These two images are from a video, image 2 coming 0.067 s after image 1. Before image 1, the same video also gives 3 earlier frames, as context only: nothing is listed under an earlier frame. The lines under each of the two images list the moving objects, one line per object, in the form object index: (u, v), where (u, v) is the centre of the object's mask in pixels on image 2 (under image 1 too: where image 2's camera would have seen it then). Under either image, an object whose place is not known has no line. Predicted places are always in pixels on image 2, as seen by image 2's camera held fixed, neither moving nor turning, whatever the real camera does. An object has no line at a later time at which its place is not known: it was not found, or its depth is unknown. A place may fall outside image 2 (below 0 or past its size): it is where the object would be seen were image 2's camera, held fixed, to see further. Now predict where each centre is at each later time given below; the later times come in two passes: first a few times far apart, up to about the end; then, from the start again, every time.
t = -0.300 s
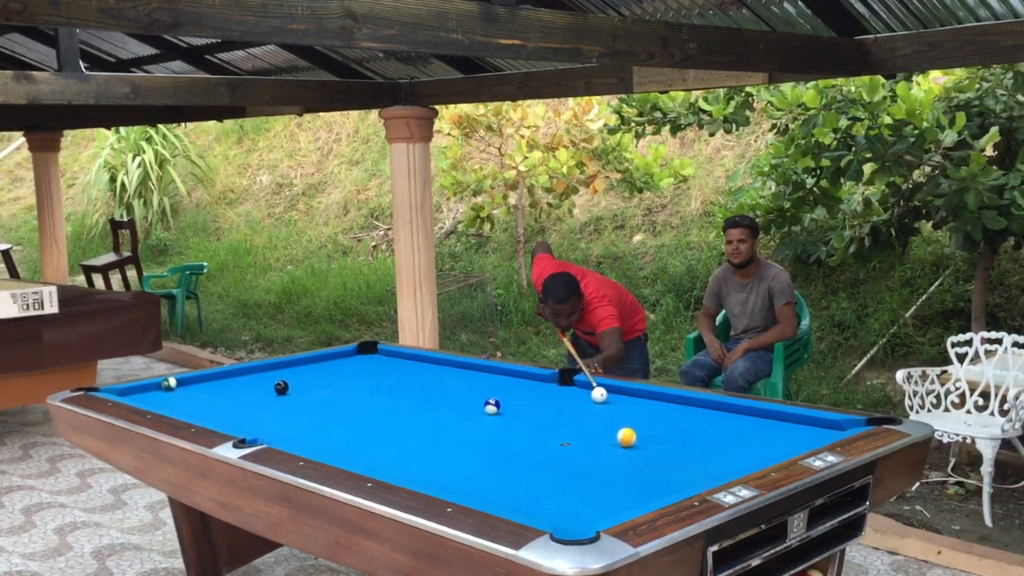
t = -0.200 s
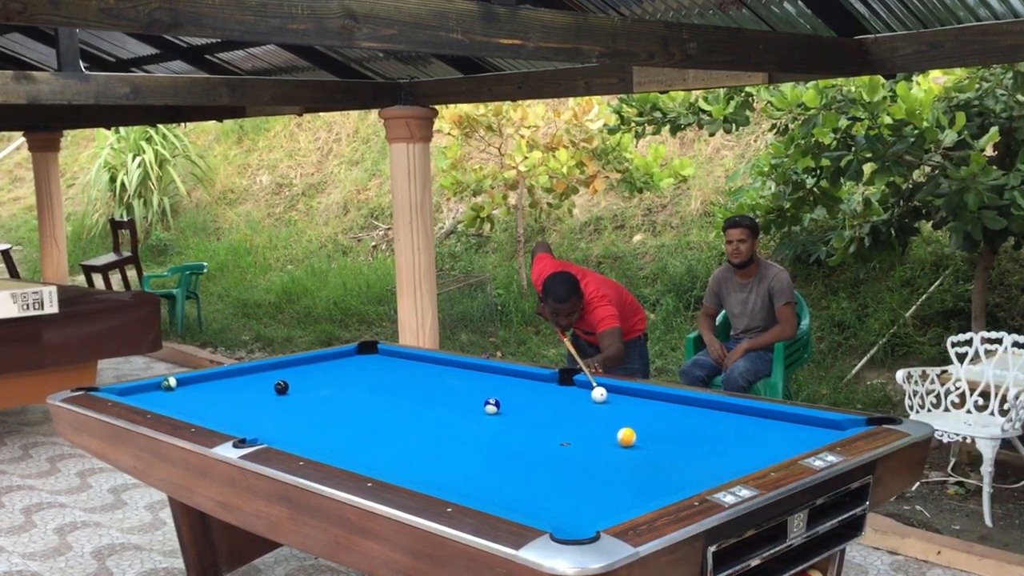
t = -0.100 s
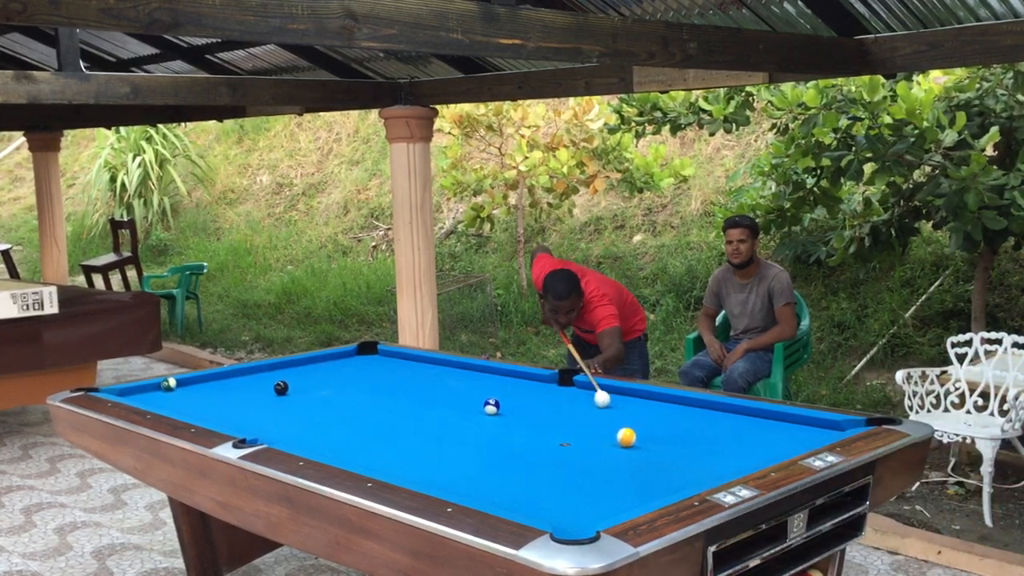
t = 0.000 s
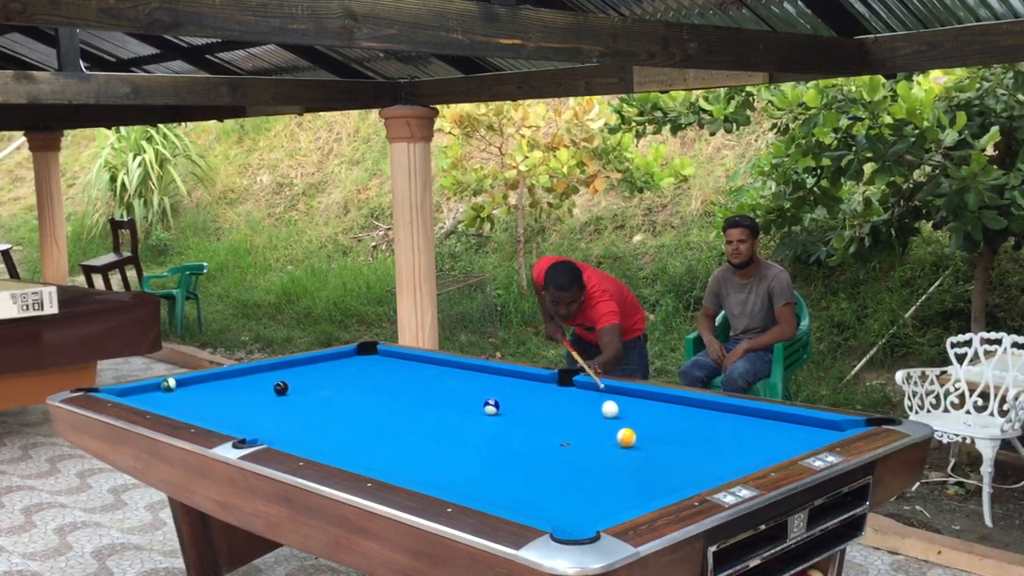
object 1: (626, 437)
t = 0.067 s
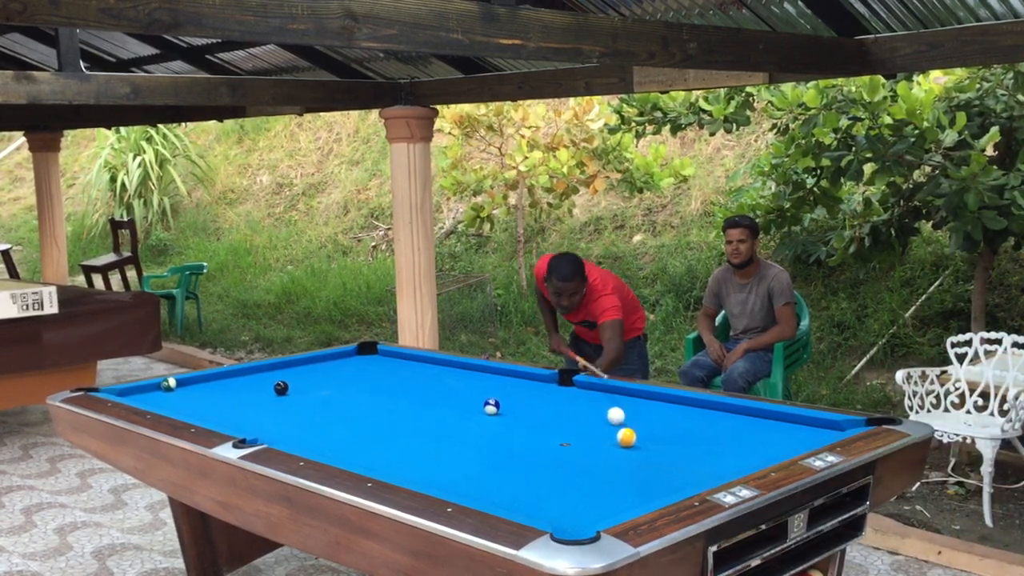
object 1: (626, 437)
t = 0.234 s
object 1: (623, 440)
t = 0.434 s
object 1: (611, 458)
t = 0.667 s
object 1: (596, 480)
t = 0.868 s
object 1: (582, 500)
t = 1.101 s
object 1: (563, 526)
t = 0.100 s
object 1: (626, 437)
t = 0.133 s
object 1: (625, 438)
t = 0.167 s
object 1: (625, 438)
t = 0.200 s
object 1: (625, 438)
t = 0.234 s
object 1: (623, 440)
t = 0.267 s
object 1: (621, 444)
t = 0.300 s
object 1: (619, 447)
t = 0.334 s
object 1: (617, 450)
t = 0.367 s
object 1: (615, 453)
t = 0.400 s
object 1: (613, 455)
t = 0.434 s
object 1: (611, 458)
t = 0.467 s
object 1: (609, 461)
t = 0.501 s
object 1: (607, 464)
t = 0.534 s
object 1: (605, 467)
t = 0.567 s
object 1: (603, 470)
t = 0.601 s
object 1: (601, 473)
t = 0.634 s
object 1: (598, 477)
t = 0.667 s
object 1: (596, 480)
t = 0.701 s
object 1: (594, 483)
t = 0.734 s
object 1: (592, 486)
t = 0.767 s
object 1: (589, 490)
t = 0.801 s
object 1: (587, 493)
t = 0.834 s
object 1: (585, 497)
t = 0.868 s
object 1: (582, 500)
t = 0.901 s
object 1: (579, 504)
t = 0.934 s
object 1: (577, 508)
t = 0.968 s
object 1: (574, 511)
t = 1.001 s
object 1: (572, 515)
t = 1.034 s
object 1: (569, 519)
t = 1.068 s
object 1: (566, 523)
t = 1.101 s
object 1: (563, 526)
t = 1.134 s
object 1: (564, 528)
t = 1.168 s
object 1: (567, 530)
